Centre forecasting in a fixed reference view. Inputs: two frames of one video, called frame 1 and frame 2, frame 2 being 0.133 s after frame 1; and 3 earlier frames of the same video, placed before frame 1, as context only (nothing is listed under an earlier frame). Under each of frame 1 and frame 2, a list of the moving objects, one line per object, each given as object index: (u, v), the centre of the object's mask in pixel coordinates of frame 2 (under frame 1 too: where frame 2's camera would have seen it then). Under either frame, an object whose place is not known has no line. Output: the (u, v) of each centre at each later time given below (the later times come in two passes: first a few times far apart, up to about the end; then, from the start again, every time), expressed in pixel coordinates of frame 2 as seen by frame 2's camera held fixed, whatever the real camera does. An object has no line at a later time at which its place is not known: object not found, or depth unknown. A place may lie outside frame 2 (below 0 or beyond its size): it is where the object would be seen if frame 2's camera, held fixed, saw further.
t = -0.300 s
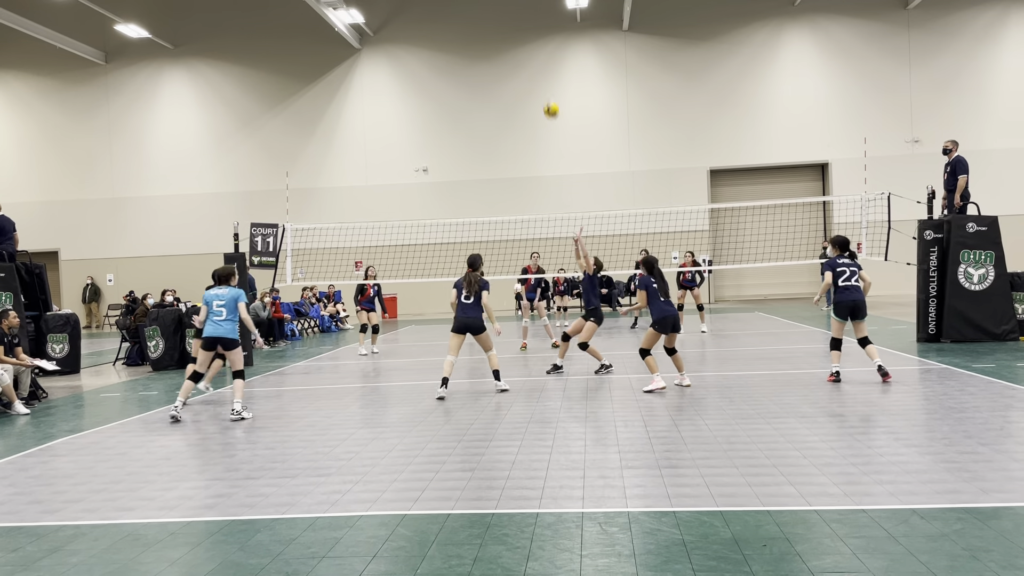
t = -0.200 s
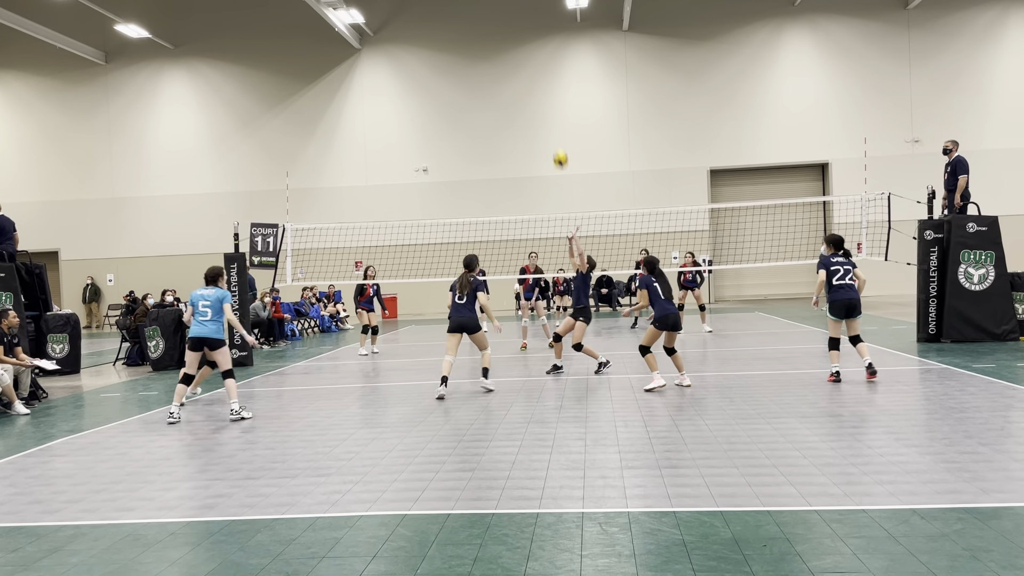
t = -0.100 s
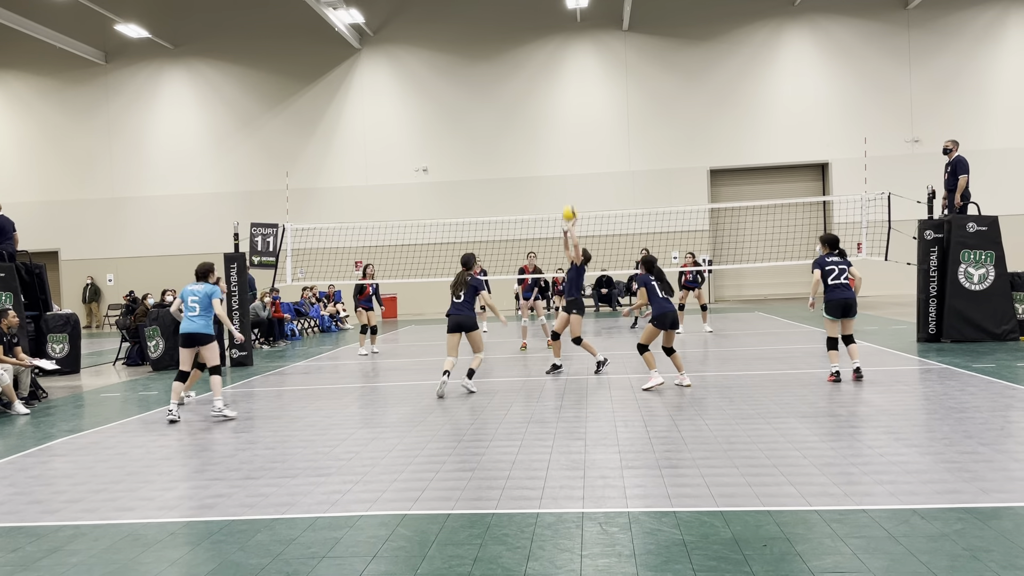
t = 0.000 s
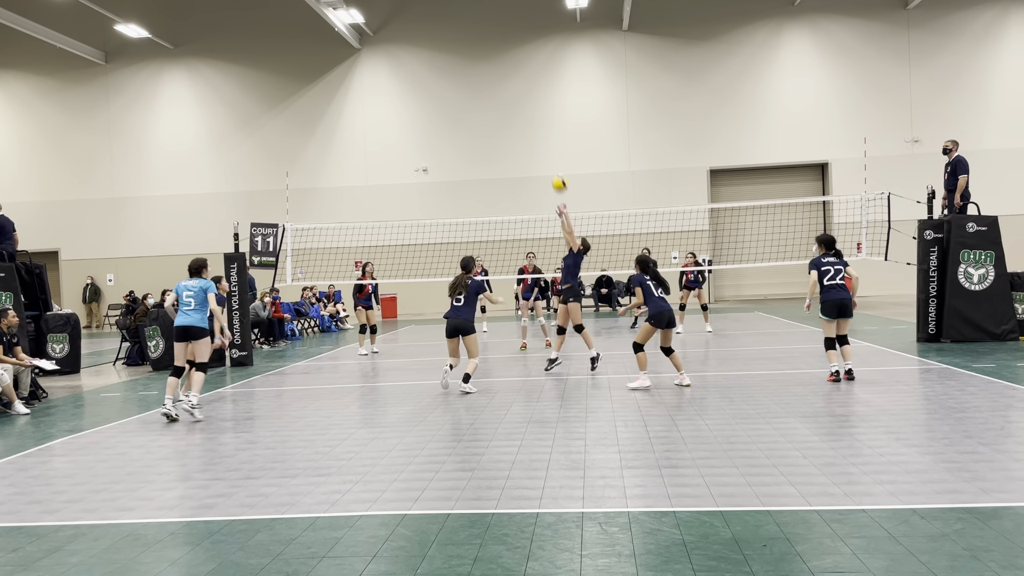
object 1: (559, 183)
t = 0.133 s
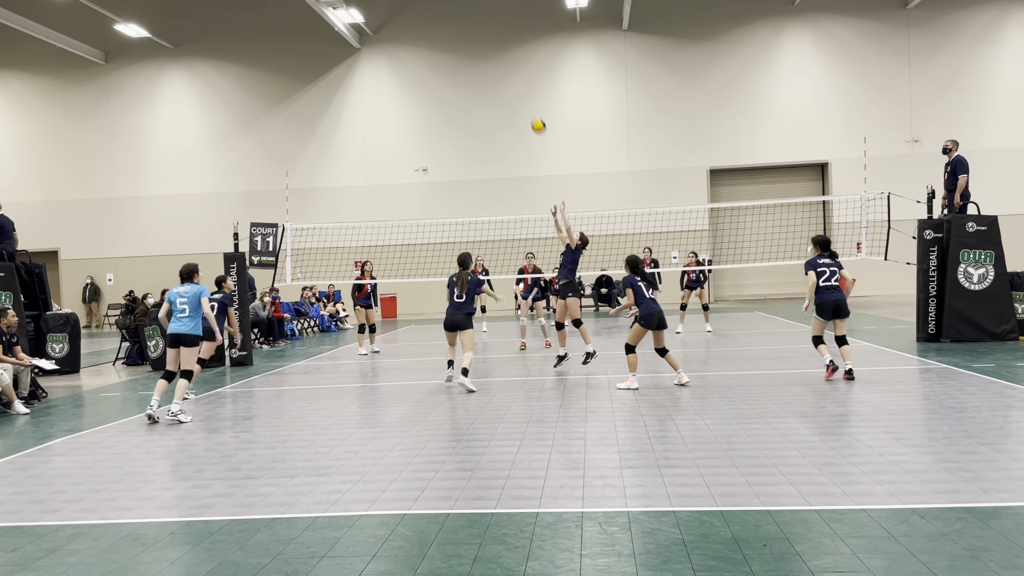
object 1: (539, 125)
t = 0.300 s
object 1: (514, 72)
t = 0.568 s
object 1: (478, 35)
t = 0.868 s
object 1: (445, 53)
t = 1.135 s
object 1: (419, 120)
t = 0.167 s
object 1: (533, 113)
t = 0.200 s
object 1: (528, 101)
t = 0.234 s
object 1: (524, 91)
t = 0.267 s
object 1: (519, 81)
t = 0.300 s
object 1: (514, 72)
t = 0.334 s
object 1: (509, 65)
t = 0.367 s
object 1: (505, 58)
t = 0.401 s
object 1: (500, 52)
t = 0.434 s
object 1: (496, 47)
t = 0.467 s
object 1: (491, 43)
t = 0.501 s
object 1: (487, 39)
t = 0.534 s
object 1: (483, 37)
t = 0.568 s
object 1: (478, 35)
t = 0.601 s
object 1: (474, 34)
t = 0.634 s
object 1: (470, 34)
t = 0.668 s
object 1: (466, 34)
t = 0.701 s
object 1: (463, 36)
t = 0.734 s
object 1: (459, 37)
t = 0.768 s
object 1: (455, 40)
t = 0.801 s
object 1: (452, 44)
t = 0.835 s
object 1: (448, 48)
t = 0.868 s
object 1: (445, 53)
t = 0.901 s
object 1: (441, 59)
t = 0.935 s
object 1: (438, 66)
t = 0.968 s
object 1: (435, 73)
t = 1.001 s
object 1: (431, 81)
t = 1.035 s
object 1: (428, 90)
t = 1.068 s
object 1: (425, 99)
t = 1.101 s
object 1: (422, 109)
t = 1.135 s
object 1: (419, 120)
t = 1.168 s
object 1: (417, 131)
